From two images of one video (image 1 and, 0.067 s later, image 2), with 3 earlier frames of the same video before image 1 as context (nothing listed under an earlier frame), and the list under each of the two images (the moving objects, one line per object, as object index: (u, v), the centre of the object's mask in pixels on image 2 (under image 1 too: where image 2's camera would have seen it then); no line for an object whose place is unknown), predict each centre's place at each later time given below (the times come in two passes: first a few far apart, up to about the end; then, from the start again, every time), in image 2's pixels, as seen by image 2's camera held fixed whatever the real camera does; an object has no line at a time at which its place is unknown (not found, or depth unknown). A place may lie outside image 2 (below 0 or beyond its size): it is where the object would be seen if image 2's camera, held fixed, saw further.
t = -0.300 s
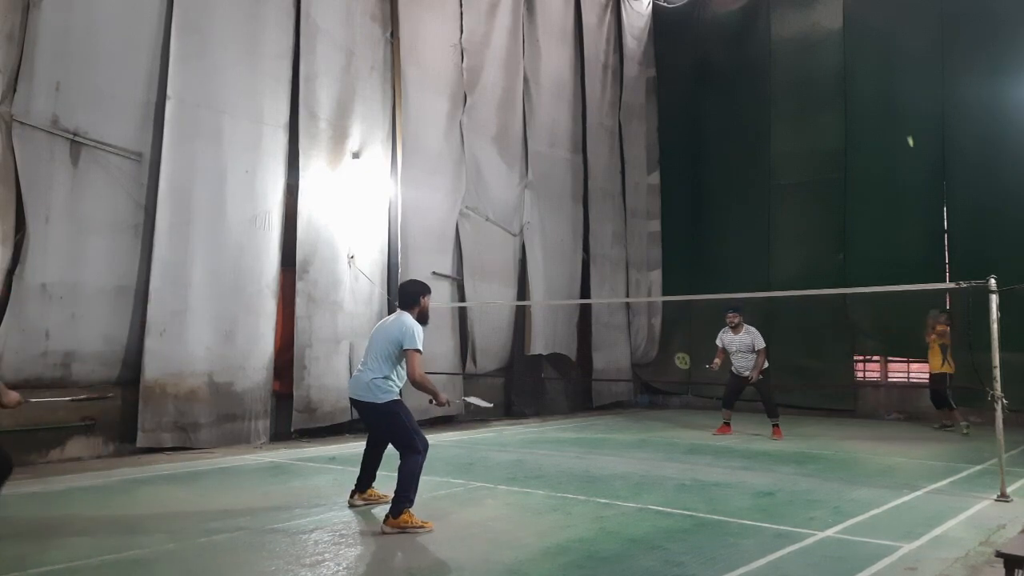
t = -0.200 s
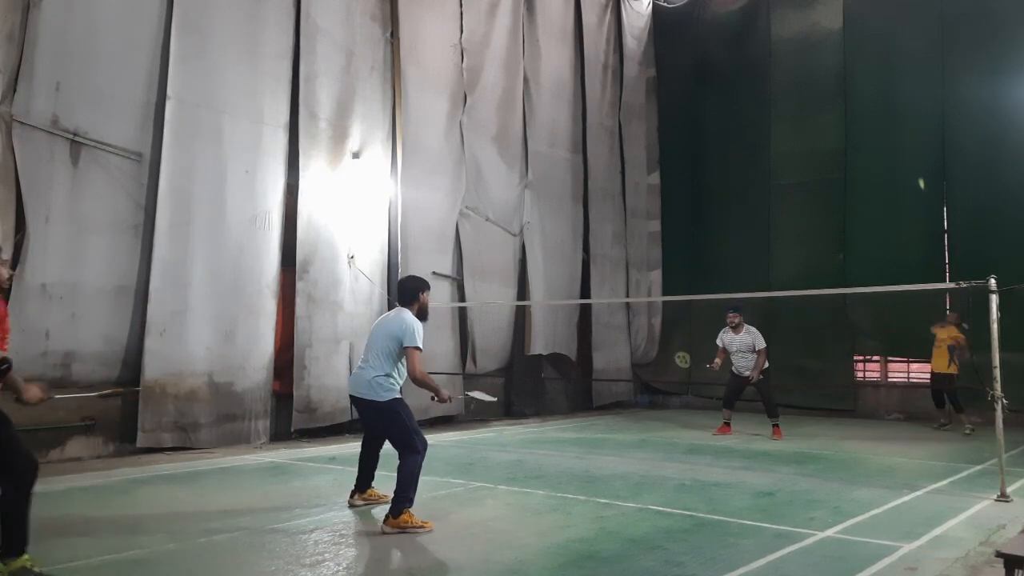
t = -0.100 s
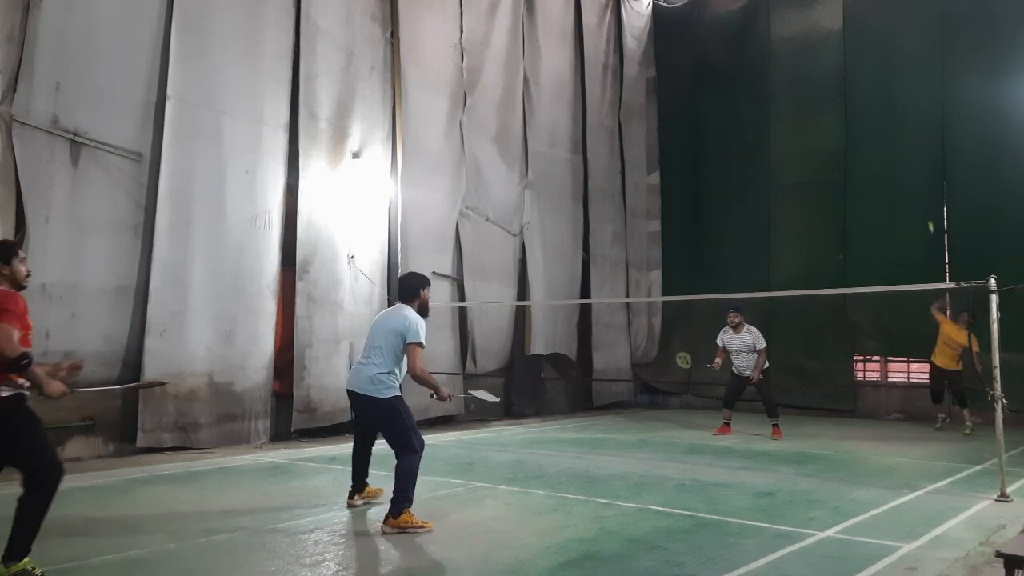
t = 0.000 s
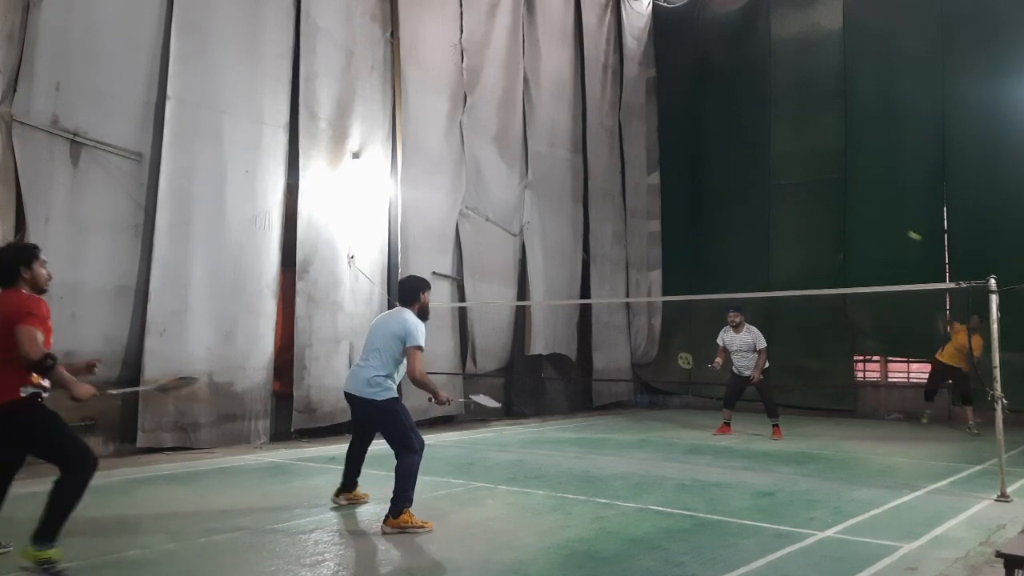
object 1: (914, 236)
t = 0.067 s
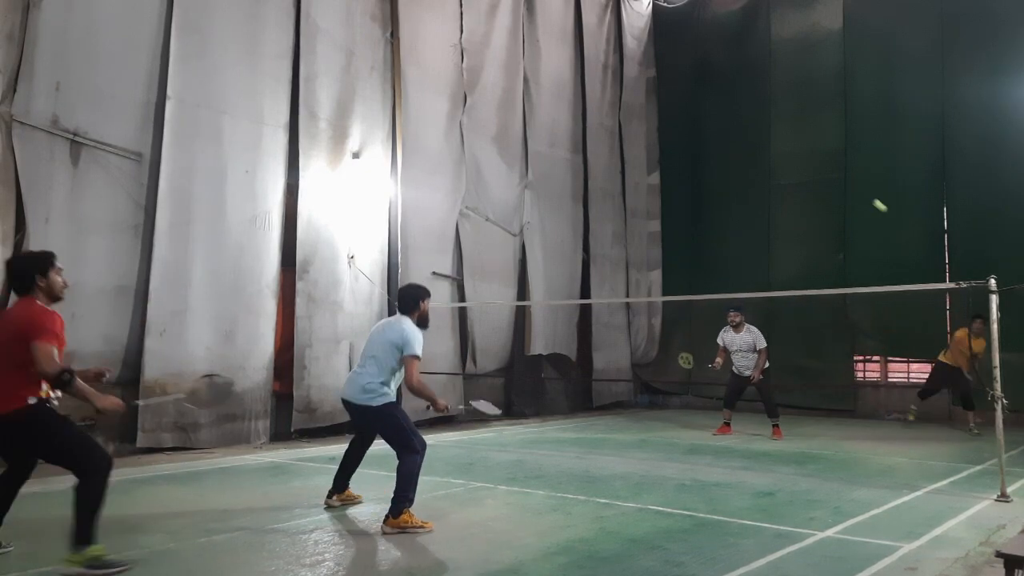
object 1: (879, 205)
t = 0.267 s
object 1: (783, 151)
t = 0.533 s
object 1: (635, 177)
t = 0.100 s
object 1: (863, 193)
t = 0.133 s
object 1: (847, 182)
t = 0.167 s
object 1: (831, 172)
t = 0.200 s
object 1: (815, 163)
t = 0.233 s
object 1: (799, 157)
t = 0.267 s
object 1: (783, 151)
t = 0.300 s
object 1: (766, 147)
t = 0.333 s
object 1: (749, 145)
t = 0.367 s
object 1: (732, 145)
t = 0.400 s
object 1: (713, 147)
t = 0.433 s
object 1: (695, 151)
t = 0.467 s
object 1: (675, 157)
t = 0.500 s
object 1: (657, 165)
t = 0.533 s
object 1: (635, 177)
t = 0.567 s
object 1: (614, 191)
